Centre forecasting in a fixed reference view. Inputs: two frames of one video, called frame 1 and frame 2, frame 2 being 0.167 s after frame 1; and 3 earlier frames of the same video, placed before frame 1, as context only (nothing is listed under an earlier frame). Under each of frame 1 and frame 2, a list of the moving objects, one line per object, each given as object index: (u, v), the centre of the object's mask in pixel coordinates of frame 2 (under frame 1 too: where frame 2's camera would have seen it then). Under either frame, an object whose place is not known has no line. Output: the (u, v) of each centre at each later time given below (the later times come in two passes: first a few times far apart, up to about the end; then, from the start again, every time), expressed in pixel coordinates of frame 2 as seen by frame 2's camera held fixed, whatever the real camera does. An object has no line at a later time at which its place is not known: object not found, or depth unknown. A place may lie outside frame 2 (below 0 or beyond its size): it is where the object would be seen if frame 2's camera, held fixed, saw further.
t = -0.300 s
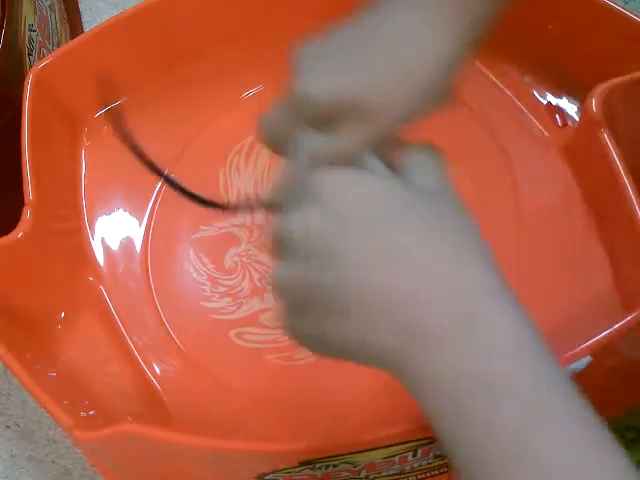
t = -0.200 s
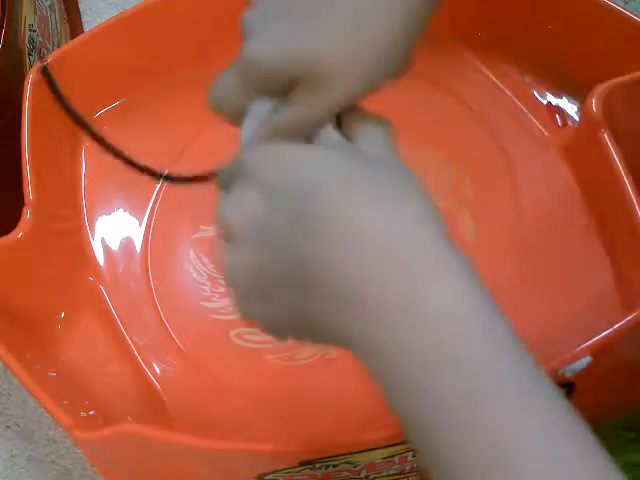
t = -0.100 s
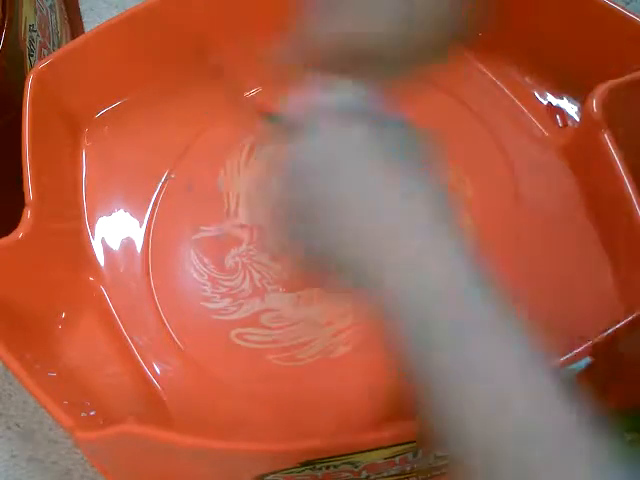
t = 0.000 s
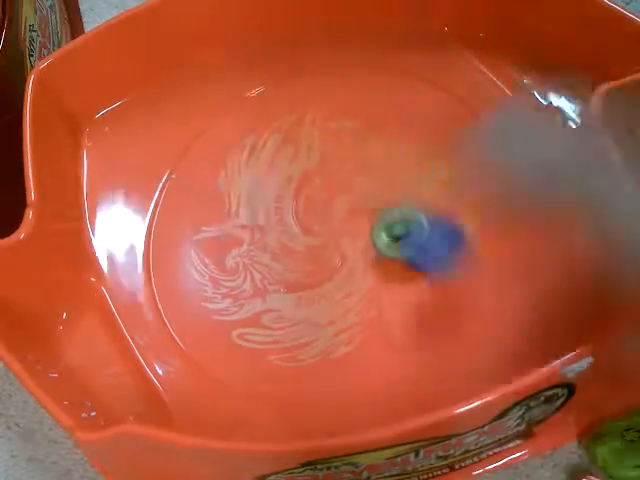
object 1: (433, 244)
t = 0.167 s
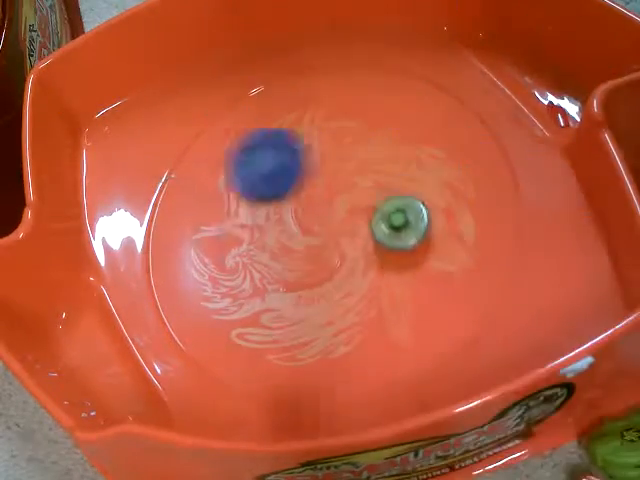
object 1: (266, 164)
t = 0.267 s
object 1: (214, 217)
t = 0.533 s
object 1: (282, 222)
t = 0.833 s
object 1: (340, 91)
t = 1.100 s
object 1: (485, 272)
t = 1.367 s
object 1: (490, 206)
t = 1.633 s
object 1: (466, 200)
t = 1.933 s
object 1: (486, 149)
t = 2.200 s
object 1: (457, 201)
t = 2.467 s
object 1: (497, 202)
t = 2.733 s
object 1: (430, 256)
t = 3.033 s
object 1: (415, 328)
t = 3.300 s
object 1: (403, 302)
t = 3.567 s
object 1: (294, 270)
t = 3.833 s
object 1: (223, 319)
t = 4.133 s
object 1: (309, 277)
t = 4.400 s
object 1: (167, 201)
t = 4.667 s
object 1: (167, 260)
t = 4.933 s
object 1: (262, 201)
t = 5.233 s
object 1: (281, 96)
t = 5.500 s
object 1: (267, 95)
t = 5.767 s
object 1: (305, 148)
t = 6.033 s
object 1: (398, 108)
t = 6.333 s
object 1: (413, 104)
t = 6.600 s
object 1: (406, 169)
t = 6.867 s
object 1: (431, 211)
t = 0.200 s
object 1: (242, 172)
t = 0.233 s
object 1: (225, 190)
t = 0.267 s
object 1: (214, 217)
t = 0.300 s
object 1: (210, 246)
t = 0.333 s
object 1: (213, 280)
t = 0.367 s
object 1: (213, 264)
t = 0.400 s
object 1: (218, 242)
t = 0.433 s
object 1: (226, 228)
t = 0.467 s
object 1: (240, 219)
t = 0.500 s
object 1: (259, 217)
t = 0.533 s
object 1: (282, 222)
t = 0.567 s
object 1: (240, 209)
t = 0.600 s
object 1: (160, 165)
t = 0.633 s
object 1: (95, 130)
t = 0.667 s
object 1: (113, 89)
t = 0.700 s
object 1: (151, 62)
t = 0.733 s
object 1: (196, 47)
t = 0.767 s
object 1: (247, 44)
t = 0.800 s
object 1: (300, 60)
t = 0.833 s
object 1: (340, 91)
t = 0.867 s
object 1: (374, 124)
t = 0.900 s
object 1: (401, 157)
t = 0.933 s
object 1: (425, 185)
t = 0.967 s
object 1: (444, 212)
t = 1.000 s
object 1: (457, 236)
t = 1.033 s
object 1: (467, 253)
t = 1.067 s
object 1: (476, 266)
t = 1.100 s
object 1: (485, 272)
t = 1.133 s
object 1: (494, 273)
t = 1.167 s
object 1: (500, 267)
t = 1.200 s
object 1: (500, 256)
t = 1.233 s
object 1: (500, 244)
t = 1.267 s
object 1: (500, 234)
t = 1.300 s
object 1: (500, 224)
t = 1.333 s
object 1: (497, 215)
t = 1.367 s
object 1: (490, 206)
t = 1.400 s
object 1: (478, 198)
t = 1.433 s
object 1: (462, 193)
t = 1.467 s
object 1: (443, 191)
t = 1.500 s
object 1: (423, 192)
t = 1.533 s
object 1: (401, 195)
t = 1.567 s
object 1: (386, 200)
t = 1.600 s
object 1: (421, 201)
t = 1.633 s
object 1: (466, 200)
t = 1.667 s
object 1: (501, 199)
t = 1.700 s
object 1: (521, 196)
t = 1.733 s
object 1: (532, 195)
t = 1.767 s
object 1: (537, 188)
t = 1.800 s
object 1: (536, 182)
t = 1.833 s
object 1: (531, 173)
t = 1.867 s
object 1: (519, 162)
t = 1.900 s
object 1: (504, 154)
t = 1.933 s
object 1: (486, 149)
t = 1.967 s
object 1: (468, 149)
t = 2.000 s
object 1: (449, 154)
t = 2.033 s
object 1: (430, 164)
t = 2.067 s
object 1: (410, 175)
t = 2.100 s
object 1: (392, 189)
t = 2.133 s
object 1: (401, 197)
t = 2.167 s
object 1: (432, 198)
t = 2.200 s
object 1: (457, 201)
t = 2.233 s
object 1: (475, 205)
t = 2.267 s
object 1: (490, 208)
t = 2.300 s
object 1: (504, 210)
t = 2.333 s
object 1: (511, 209)
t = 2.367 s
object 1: (511, 207)
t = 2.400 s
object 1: (507, 203)
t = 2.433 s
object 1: (502, 200)
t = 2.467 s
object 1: (497, 202)
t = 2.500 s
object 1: (491, 205)
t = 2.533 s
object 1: (484, 210)
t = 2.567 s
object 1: (477, 216)
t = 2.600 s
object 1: (468, 221)
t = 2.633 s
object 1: (459, 229)
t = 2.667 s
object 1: (449, 238)
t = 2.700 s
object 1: (439, 247)
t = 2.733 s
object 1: (430, 256)
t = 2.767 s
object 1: (421, 266)
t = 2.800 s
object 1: (415, 276)
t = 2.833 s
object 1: (410, 286)
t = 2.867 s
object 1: (408, 295)
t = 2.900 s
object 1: (407, 304)
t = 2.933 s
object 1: (408, 312)
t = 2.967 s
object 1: (410, 318)
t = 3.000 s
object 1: (413, 324)
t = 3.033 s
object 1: (415, 328)
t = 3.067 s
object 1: (418, 331)
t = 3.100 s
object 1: (420, 331)
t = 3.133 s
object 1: (421, 329)
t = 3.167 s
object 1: (420, 326)
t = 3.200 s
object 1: (418, 321)
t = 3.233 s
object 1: (415, 316)
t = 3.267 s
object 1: (410, 310)
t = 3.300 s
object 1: (403, 302)
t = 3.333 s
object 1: (394, 295)
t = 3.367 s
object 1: (382, 287)
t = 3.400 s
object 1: (369, 281)
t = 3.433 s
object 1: (355, 275)
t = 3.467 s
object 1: (339, 272)
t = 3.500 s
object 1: (325, 270)
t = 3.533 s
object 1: (310, 269)
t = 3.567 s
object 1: (294, 270)
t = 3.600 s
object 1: (279, 272)
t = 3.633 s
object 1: (265, 276)
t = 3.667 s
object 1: (252, 281)
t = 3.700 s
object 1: (242, 287)
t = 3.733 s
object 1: (233, 295)
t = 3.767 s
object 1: (227, 303)
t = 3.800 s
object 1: (223, 311)
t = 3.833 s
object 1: (223, 319)
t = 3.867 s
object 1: (226, 327)
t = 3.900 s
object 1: (233, 333)
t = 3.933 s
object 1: (244, 335)
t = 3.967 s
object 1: (257, 333)
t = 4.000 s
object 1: (270, 327)
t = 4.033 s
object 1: (281, 318)
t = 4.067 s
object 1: (293, 305)
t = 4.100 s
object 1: (302, 292)
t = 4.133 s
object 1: (309, 277)
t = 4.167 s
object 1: (313, 262)
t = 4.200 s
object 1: (315, 248)
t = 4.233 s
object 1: (314, 231)
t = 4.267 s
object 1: (282, 222)
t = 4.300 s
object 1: (243, 215)
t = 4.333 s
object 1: (210, 208)
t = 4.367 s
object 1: (187, 203)
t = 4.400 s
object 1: (167, 201)
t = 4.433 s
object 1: (151, 202)
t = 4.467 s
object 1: (148, 209)
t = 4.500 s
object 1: (146, 217)
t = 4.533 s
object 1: (145, 226)
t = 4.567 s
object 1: (146, 237)
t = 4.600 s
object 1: (150, 250)
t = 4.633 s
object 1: (158, 257)
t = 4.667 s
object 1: (167, 260)
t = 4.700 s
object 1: (178, 259)
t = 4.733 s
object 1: (190, 256)
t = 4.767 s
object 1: (204, 250)
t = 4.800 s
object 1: (218, 243)
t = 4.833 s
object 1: (231, 234)
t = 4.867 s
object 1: (241, 225)
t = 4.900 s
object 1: (253, 214)
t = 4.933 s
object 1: (262, 201)
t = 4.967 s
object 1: (270, 188)
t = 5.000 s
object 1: (276, 176)
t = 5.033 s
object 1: (281, 163)
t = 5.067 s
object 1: (285, 151)
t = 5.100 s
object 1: (286, 138)
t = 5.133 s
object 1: (286, 127)
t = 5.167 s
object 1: (285, 116)
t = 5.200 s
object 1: (283, 106)
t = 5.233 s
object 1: (281, 96)
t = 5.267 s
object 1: (278, 87)
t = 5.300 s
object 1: (275, 77)
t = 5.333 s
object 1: (271, 76)
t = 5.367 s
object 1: (267, 82)
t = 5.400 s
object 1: (265, 87)
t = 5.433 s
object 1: (264, 90)
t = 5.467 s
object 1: (265, 93)
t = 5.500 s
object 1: (267, 95)
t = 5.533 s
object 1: (270, 98)
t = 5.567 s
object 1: (272, 101)
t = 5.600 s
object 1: (275, 106)
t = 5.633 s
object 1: (277, 112)
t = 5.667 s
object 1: (282, 121)
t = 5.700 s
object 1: (288, 129)
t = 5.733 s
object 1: (296, 139)
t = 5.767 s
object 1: (305, 148)
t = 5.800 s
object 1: (318, 149)
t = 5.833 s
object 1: (336, 142)
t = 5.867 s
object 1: (351, 135)
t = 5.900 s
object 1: (363, 130)
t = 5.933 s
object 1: (374, 125)
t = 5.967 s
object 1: (383, 120)
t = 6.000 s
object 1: (391, 114)
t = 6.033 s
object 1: (398, 108)
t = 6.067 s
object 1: (404, 101)
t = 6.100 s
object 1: (409, 96)
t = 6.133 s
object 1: (413, 92)
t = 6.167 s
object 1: (416, 90)
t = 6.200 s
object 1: (417, 90)
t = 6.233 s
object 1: (418, 92)
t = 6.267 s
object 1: (417, 95)
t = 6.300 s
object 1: (416, 99)
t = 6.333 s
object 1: (413, 104)
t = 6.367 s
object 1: (408, 111)
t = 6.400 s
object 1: (404, 120)
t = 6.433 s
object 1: (400, 130)
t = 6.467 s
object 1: (396, 141)
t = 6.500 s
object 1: (392, 155)
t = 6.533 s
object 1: (392, 165)
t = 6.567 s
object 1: (400, 166)
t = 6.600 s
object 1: (406, 169)
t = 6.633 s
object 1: (411, 174)
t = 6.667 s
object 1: (416, 180)
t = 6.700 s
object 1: (420, 185)
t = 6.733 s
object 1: (423, 191)
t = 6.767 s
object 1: (426, 197)
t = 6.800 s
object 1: (429, 202)
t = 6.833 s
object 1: (431, 206)
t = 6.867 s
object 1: (431, 211)
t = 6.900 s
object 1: (431, 218)
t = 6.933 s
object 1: (428, 224)
